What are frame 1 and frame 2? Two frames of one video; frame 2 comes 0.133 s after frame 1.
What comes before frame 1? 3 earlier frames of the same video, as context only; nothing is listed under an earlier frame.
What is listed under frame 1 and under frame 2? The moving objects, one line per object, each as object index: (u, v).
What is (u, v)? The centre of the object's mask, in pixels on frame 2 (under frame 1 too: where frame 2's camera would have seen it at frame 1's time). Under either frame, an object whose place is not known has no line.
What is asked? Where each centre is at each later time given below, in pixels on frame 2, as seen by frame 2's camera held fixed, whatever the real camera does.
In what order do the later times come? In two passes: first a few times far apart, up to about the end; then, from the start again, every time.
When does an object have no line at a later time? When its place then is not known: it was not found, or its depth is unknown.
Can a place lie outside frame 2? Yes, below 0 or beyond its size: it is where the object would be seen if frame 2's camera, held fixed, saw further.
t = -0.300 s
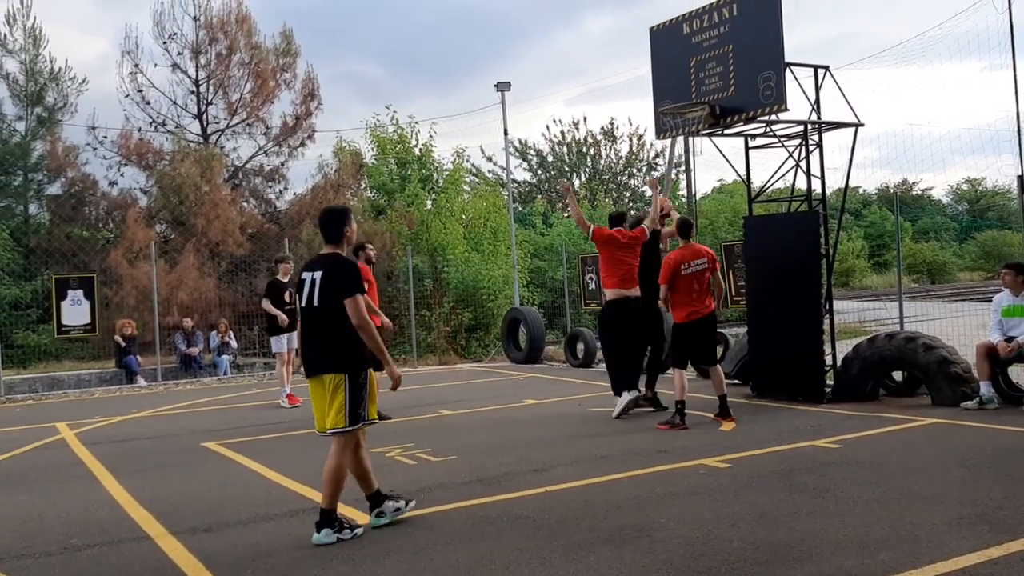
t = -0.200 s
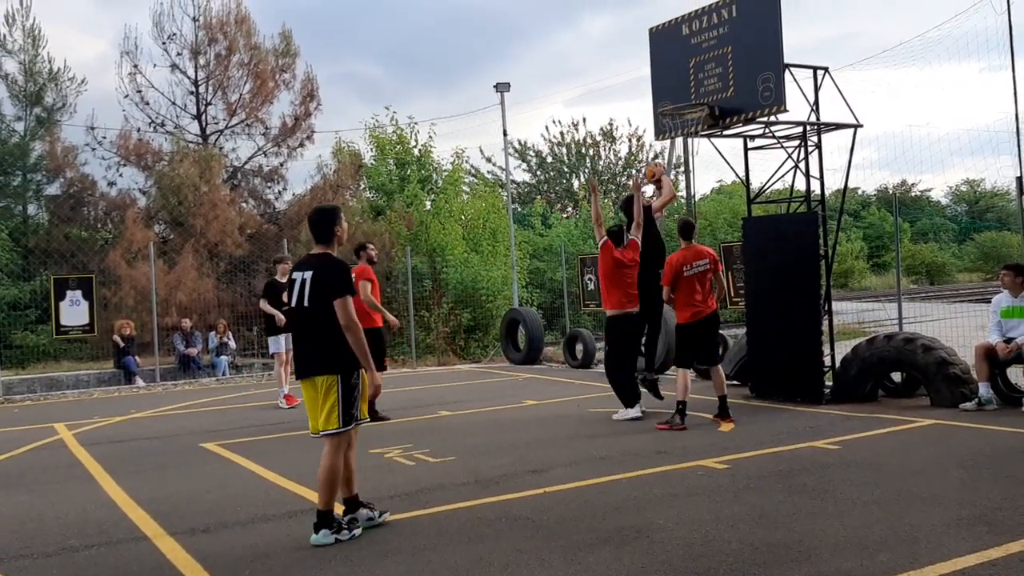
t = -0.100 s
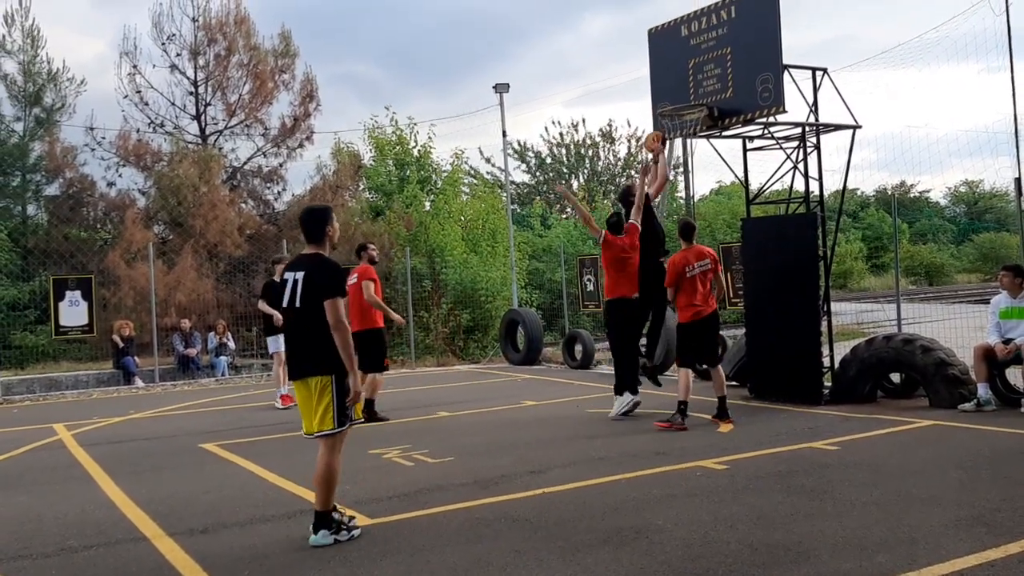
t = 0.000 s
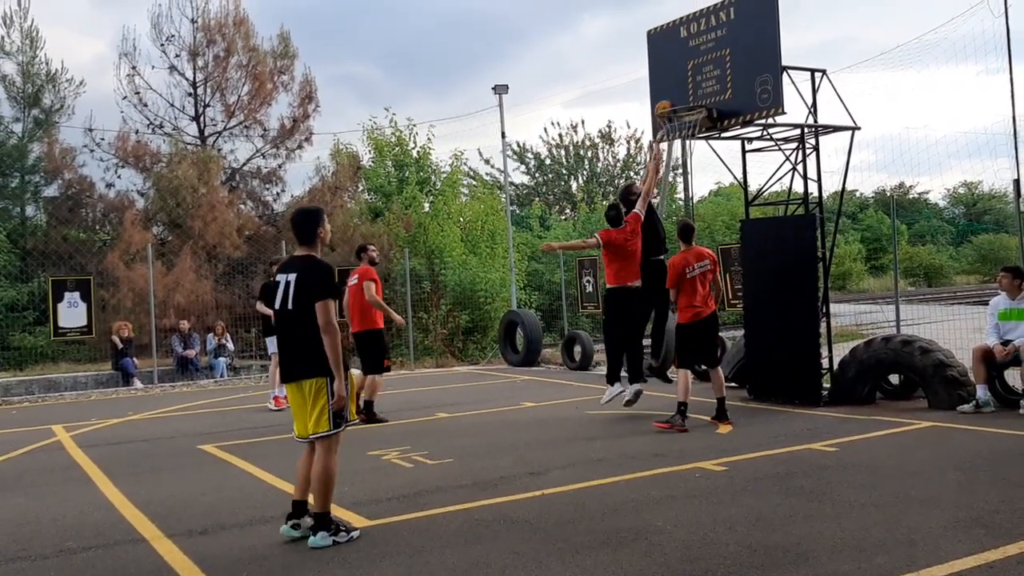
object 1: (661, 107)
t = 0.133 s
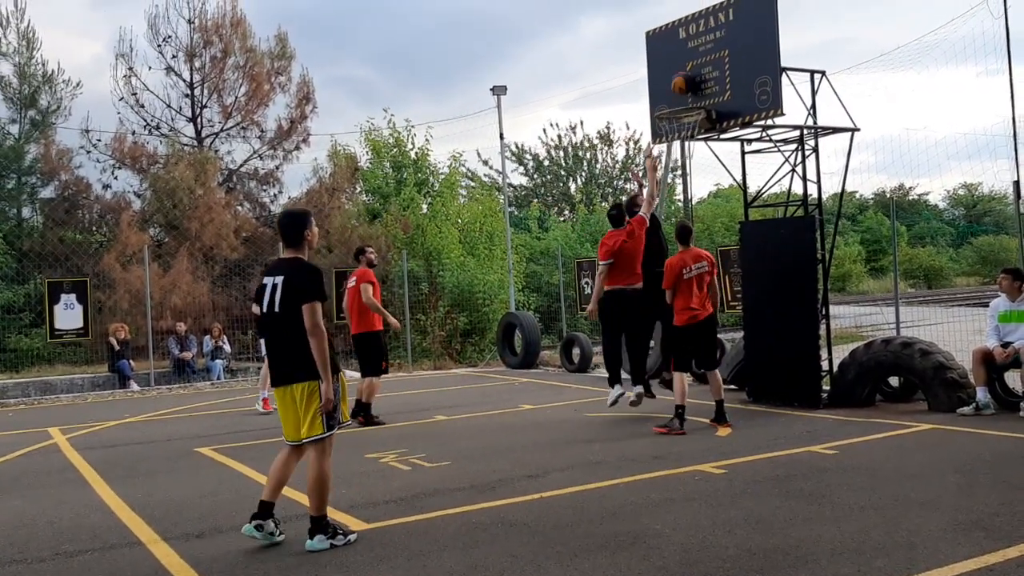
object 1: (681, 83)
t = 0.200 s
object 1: (683, 81)
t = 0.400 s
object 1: (685, 97)
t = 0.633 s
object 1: (687, 152)
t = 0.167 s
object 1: (681, 81)
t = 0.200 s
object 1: (683, 81)
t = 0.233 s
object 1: (684, 82)
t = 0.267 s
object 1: (685, 83)
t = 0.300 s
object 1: (684, 84)
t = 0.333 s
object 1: (684, 87)
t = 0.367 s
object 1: (685, 92)
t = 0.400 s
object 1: (685, 97)
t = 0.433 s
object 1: (686, 105)
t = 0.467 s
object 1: (685, 114)
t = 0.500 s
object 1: (686, 122)
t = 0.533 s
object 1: (687, 129)
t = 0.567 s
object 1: (687, 138)
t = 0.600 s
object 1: (687, 146)
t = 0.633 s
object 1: (687, 152)
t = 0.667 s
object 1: (687, 157)
